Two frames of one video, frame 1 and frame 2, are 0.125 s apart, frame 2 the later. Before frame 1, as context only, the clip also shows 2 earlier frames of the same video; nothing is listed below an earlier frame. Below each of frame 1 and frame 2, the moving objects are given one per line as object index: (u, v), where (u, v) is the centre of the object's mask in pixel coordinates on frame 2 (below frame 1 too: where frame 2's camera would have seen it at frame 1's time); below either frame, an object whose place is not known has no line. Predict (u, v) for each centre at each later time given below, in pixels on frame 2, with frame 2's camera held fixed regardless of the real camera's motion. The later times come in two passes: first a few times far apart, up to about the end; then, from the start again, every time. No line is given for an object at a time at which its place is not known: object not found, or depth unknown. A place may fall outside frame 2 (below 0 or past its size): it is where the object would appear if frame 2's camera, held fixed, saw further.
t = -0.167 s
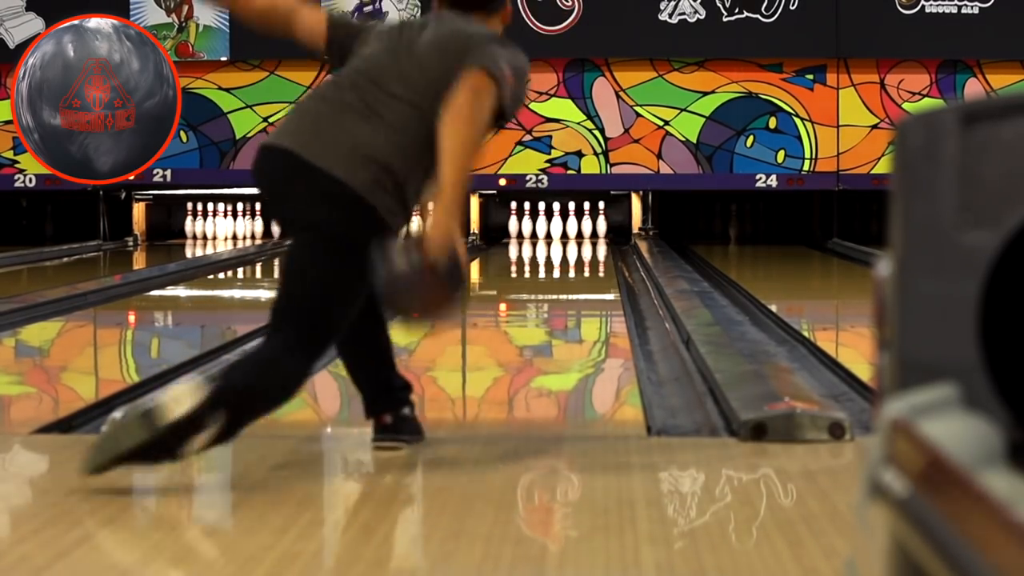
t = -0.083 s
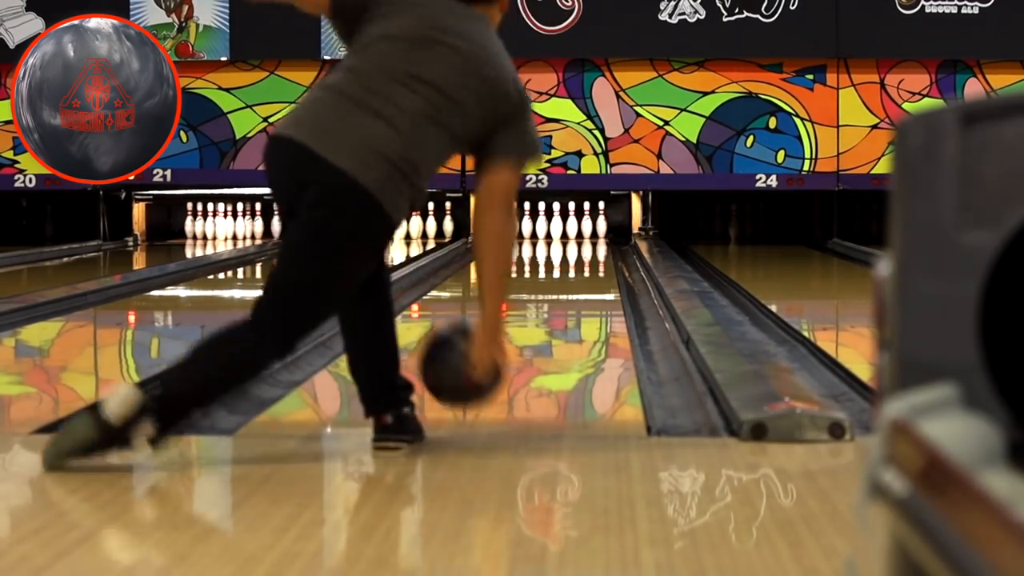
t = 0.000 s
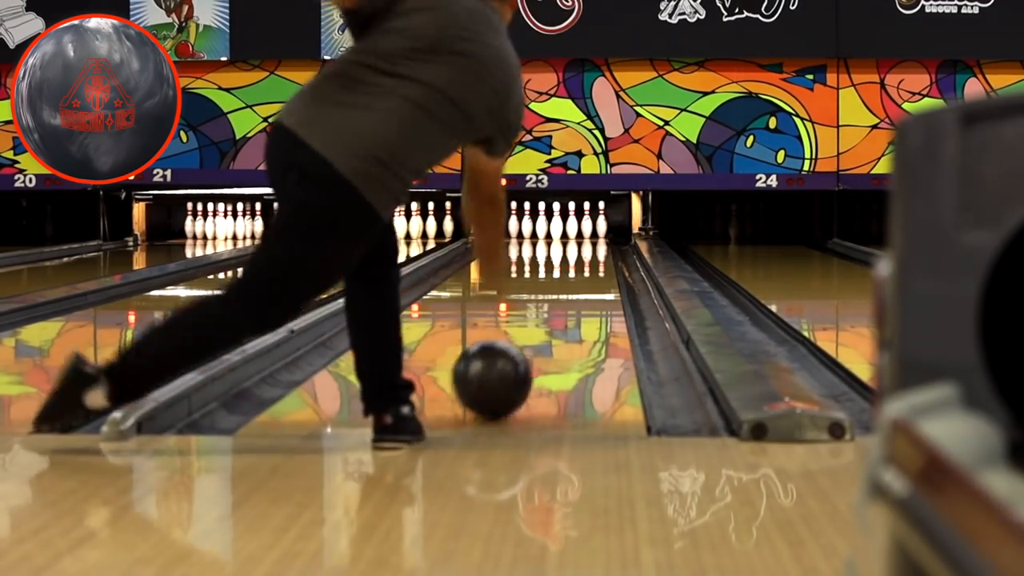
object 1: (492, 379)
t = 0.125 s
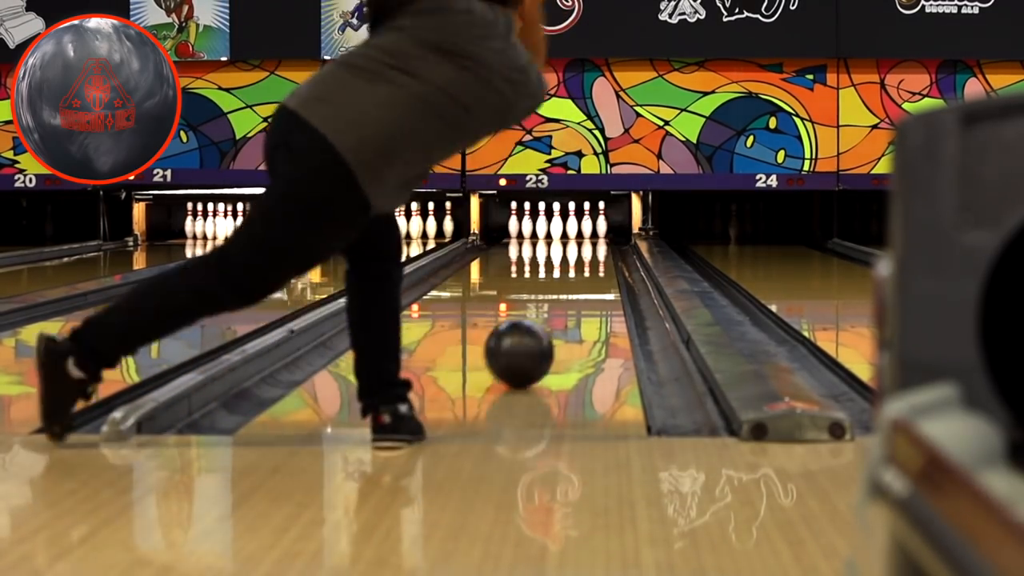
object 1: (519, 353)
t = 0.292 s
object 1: (545, 327)
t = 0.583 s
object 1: (575, 295)
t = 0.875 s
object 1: (592, 275)
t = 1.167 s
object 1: (602, 260)
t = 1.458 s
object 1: (602, 250)
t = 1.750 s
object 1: (597, 242)
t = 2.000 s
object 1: (586, 237)
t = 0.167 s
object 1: (526, 345)
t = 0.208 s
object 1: (533, 338)
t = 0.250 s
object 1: (539, 332)
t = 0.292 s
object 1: (545, 327)
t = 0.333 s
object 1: (551, 321)
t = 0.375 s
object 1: (555, 316)
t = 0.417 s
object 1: (560, 311)
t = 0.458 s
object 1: (564, 307)
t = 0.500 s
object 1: (568, 303)
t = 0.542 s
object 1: (571, 299)
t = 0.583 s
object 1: (575, 295)
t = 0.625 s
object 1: (578, 292)
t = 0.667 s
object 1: (580, 289)
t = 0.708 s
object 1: (583, 286)
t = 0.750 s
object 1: (586, 283)
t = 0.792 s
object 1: (588, 280)
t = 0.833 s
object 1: (590, 277)
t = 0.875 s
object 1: (592, 275)
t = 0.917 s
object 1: (594, 272)
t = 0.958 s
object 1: (595, 270)
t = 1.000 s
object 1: (597, 268)
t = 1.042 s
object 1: (598, 266)
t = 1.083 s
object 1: (600, 263)
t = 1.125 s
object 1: (600, 262)
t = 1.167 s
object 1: (602, 260)
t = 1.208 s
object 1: (602, 258)
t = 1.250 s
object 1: (602, 257)
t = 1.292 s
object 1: (603, 256)
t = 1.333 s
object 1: (603, 254)
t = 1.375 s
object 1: (603, 253)
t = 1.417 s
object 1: (602, 252)
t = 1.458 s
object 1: (602, 250)
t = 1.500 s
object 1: (602, 248)
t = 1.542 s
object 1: (602, 247)
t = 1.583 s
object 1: (601, 246)
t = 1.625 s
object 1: (600, 245)
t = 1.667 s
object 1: (599, 244)
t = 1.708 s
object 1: (598, 243)
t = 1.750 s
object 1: (597, 242)
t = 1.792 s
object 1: (595, 241)
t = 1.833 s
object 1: (594, 240)
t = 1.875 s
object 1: (592, 239)
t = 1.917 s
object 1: (590, 238)
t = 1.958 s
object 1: (588, 237)
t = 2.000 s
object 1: (586, 237)
